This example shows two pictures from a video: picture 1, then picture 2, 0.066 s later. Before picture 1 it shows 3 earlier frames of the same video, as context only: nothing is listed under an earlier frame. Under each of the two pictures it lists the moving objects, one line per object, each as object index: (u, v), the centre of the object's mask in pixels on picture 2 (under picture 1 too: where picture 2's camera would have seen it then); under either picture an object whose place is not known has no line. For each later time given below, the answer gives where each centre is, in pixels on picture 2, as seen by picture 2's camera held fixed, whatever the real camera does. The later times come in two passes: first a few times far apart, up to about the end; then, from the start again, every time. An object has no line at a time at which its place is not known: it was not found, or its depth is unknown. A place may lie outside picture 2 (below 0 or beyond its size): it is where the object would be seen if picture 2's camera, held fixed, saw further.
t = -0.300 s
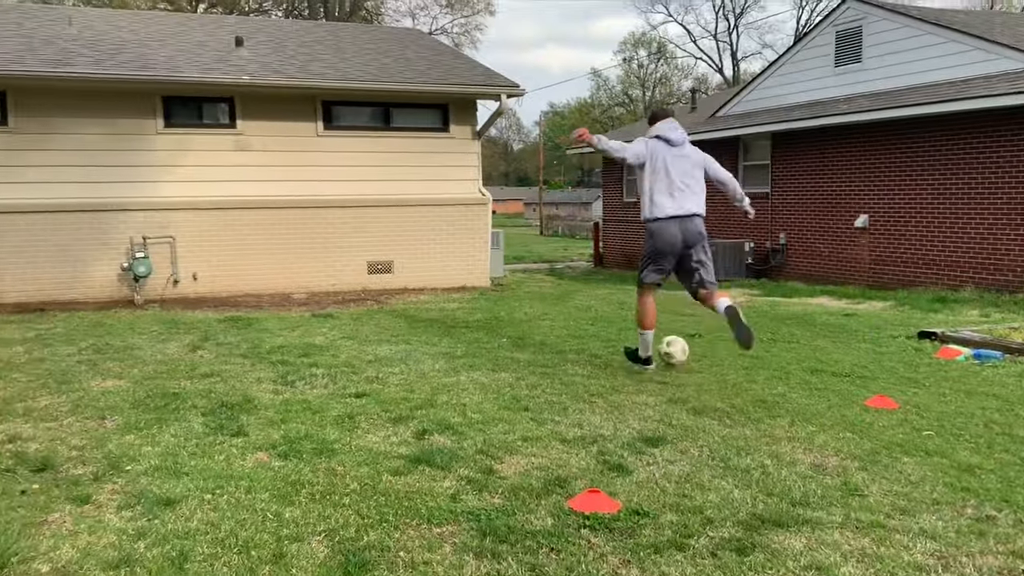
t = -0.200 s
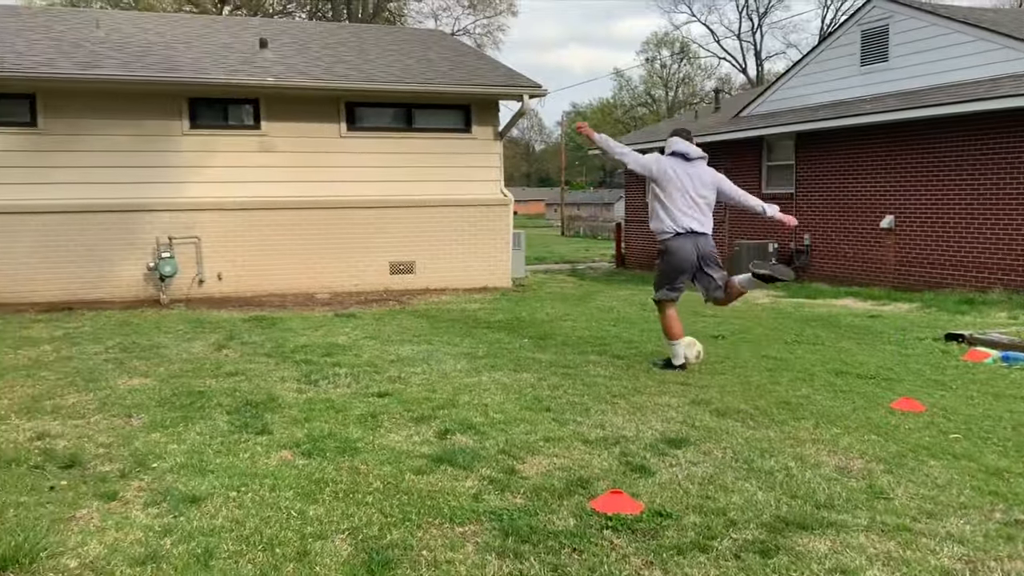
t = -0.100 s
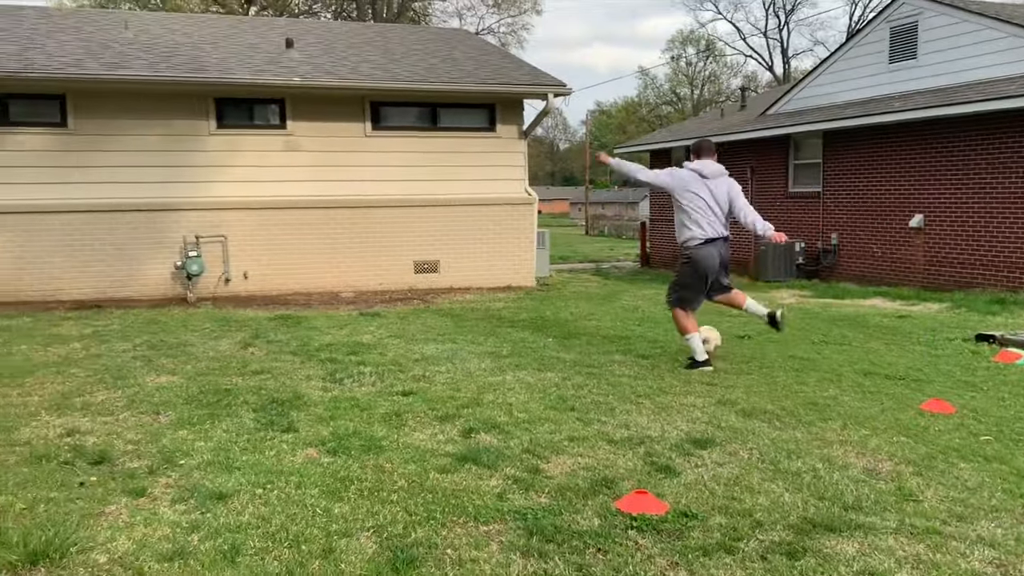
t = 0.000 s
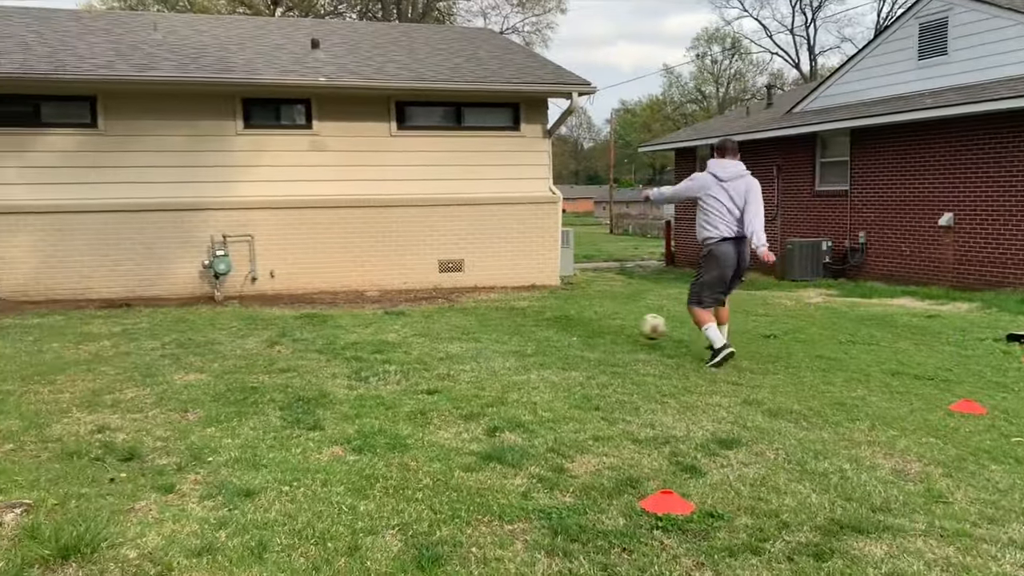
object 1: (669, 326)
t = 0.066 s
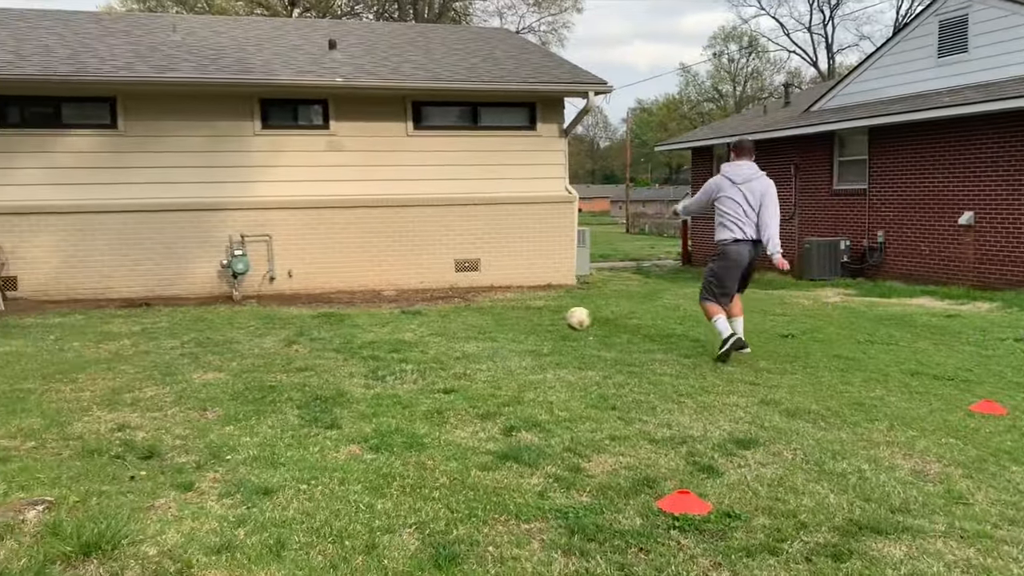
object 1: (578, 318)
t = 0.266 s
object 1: (364, 312)
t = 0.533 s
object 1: (184, 301)
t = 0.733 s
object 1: (98, 290)
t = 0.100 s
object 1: (537, 317)
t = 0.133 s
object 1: (497, 317)
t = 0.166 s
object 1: (459, 317)
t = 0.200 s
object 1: (424, 318)
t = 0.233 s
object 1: (393, 315)
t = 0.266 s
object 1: (364, 312)
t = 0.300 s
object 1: (338, 310)
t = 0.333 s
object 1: (311, 309)
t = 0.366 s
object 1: (285, 309)
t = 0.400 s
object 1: (261, 308)
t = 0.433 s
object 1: (240, 306)
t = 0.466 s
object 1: (221, 304)
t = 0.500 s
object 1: (202, 303)
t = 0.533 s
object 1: (184, 301)
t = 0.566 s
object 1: (166, 301)
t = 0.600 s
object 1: (149, 301)
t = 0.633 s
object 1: (137, 297)
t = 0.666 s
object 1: (123, 294)
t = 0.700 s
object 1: (109, 291)
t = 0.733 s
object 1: (98, 290)
